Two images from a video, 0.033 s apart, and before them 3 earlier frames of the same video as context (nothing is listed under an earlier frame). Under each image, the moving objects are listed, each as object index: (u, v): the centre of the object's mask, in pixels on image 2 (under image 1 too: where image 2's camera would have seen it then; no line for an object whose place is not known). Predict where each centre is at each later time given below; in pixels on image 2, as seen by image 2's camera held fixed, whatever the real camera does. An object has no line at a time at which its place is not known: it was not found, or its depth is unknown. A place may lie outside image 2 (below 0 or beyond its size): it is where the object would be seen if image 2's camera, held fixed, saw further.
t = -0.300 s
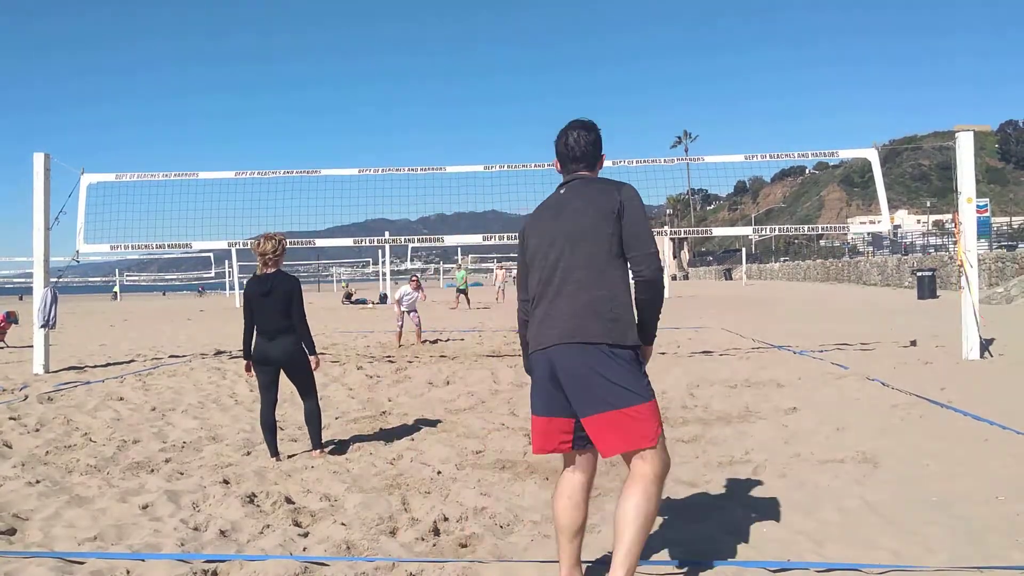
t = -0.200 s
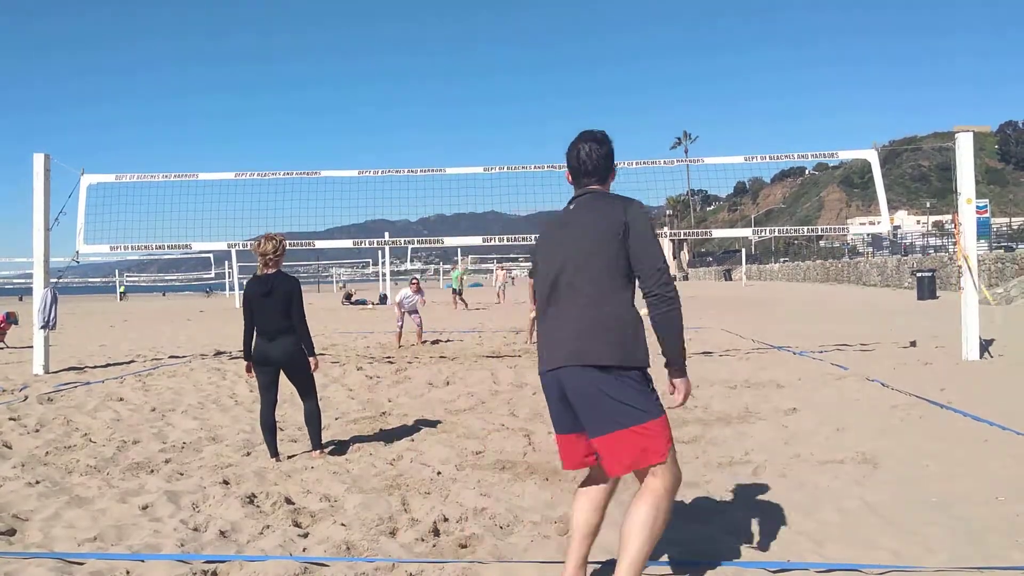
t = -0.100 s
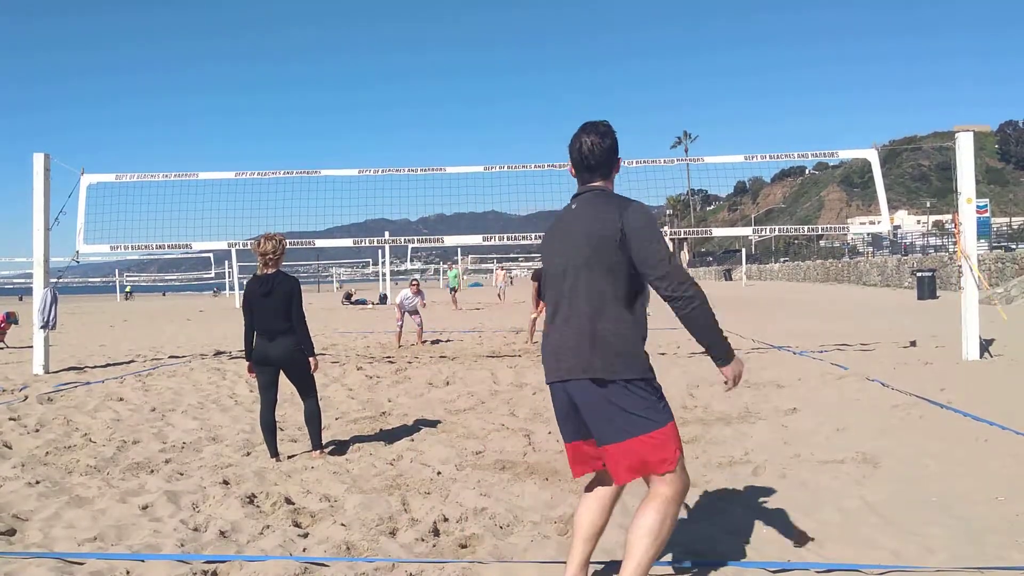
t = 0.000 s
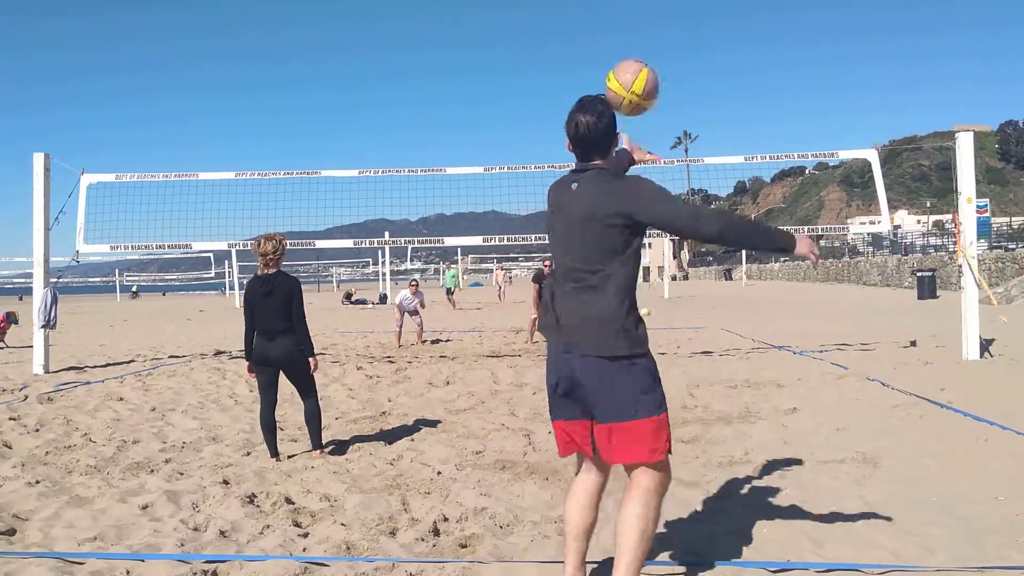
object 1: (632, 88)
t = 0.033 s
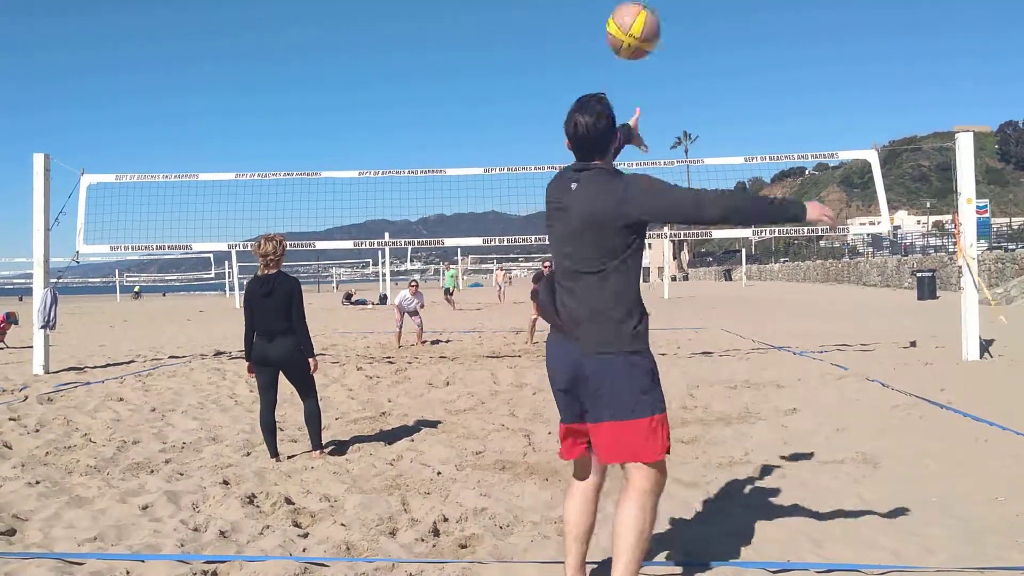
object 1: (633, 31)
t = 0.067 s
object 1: (633, 6)
